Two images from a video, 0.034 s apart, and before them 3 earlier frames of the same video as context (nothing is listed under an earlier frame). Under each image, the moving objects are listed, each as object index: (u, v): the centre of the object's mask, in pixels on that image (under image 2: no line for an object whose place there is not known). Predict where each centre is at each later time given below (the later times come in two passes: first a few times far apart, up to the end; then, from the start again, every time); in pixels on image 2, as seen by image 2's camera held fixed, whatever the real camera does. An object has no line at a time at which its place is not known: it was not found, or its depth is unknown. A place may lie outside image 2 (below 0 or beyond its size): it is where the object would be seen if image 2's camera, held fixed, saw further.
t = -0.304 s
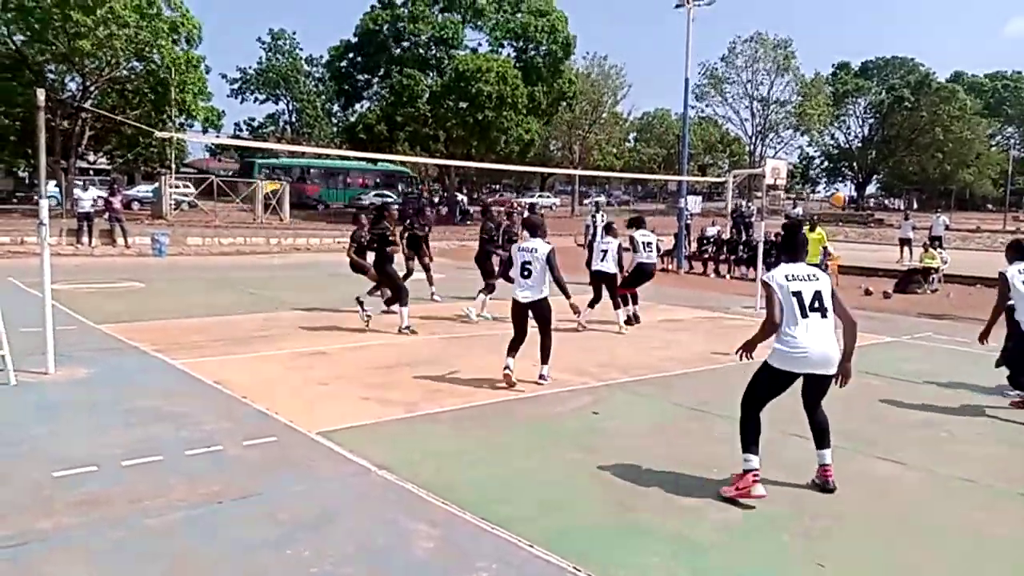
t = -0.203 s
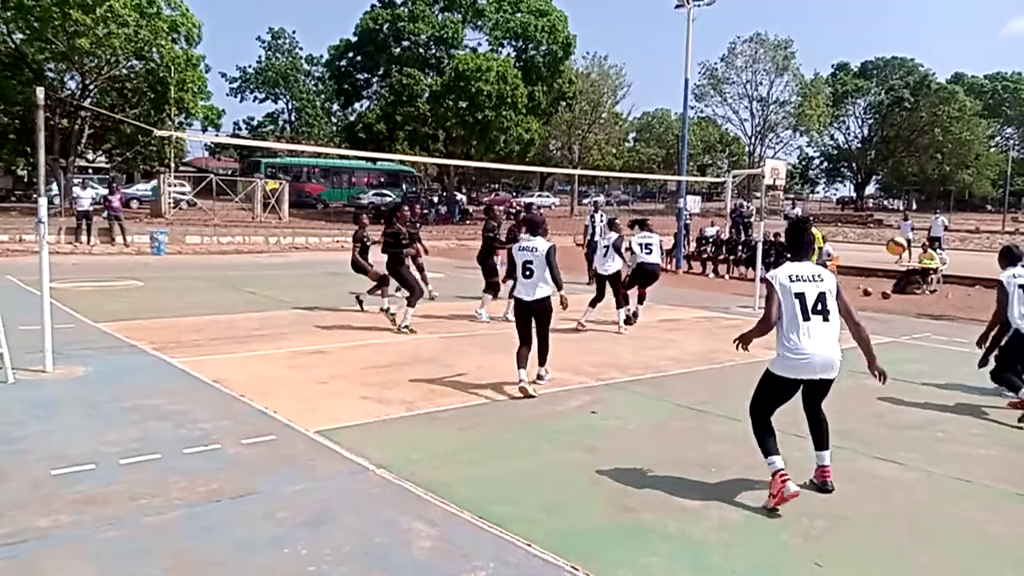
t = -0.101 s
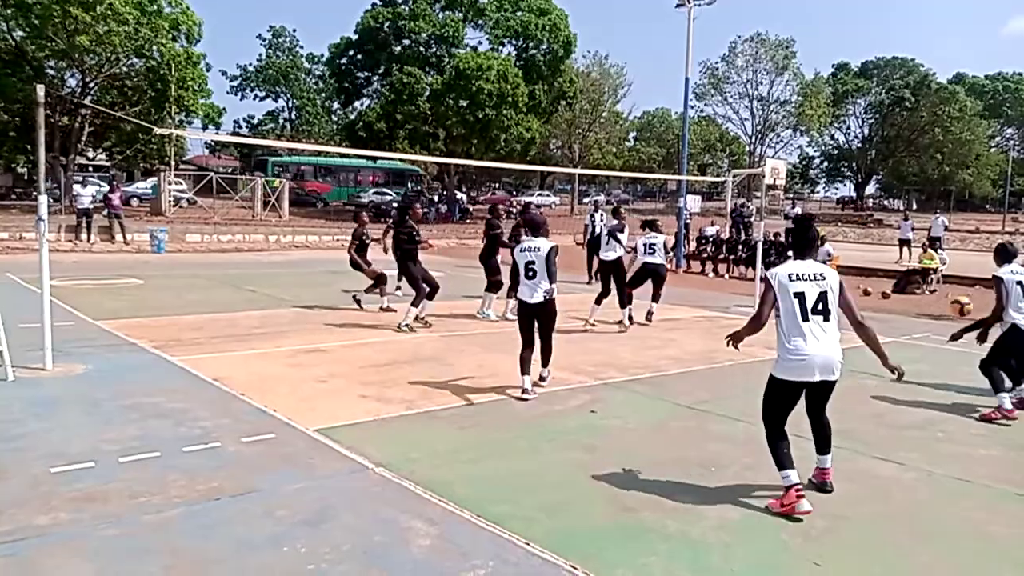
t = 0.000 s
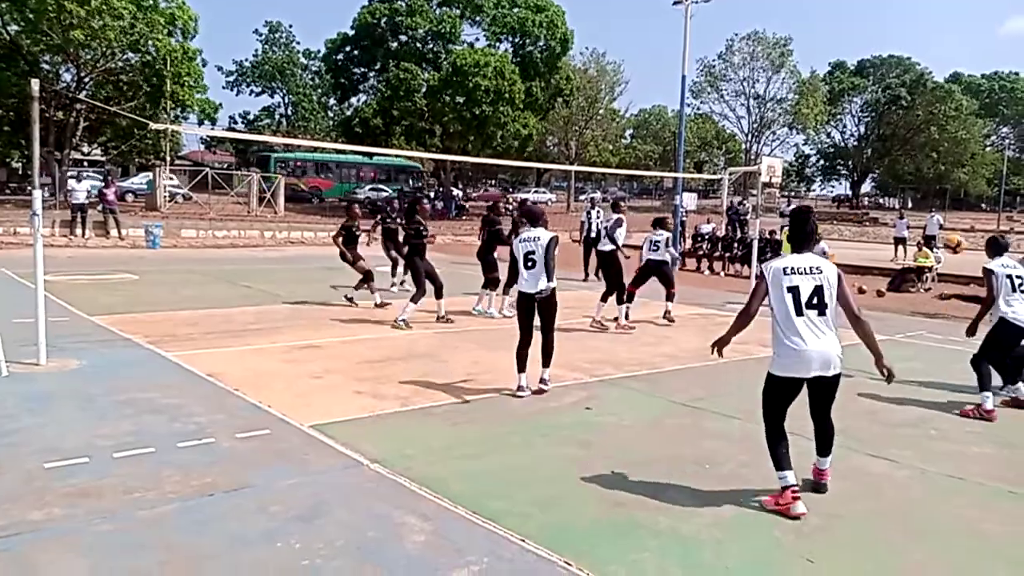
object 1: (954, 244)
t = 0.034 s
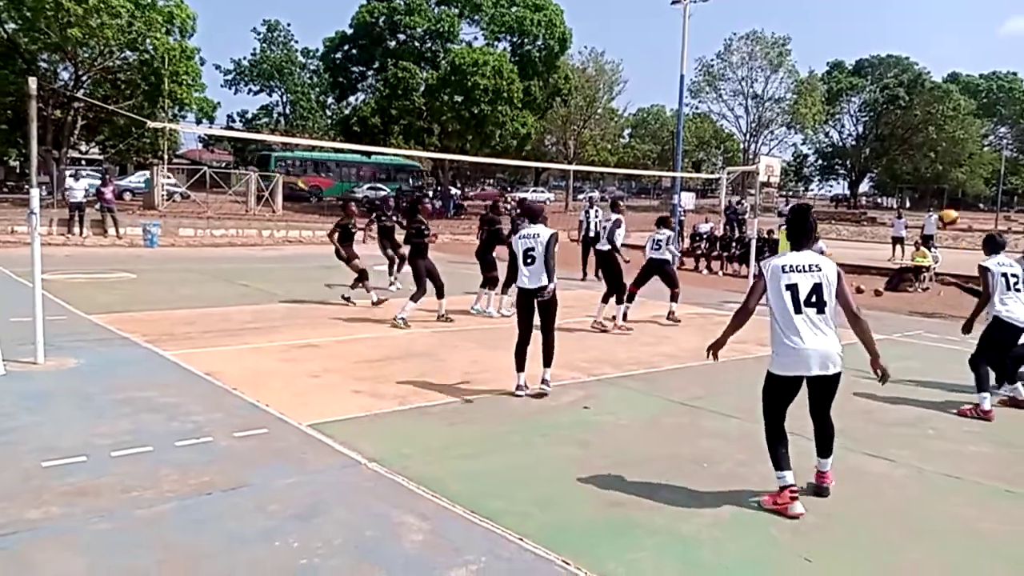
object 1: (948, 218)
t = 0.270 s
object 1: (920, 78)
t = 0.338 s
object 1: (910, 48)
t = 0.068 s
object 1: (945, 196)
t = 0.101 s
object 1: (941, 174)
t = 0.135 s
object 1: (936, 153)
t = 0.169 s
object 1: (933, 132)
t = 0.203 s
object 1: (928, 113)
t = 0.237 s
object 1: (923, 96)
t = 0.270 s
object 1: (920, 78)
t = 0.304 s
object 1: (916, 63)
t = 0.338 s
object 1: (910, 48)
